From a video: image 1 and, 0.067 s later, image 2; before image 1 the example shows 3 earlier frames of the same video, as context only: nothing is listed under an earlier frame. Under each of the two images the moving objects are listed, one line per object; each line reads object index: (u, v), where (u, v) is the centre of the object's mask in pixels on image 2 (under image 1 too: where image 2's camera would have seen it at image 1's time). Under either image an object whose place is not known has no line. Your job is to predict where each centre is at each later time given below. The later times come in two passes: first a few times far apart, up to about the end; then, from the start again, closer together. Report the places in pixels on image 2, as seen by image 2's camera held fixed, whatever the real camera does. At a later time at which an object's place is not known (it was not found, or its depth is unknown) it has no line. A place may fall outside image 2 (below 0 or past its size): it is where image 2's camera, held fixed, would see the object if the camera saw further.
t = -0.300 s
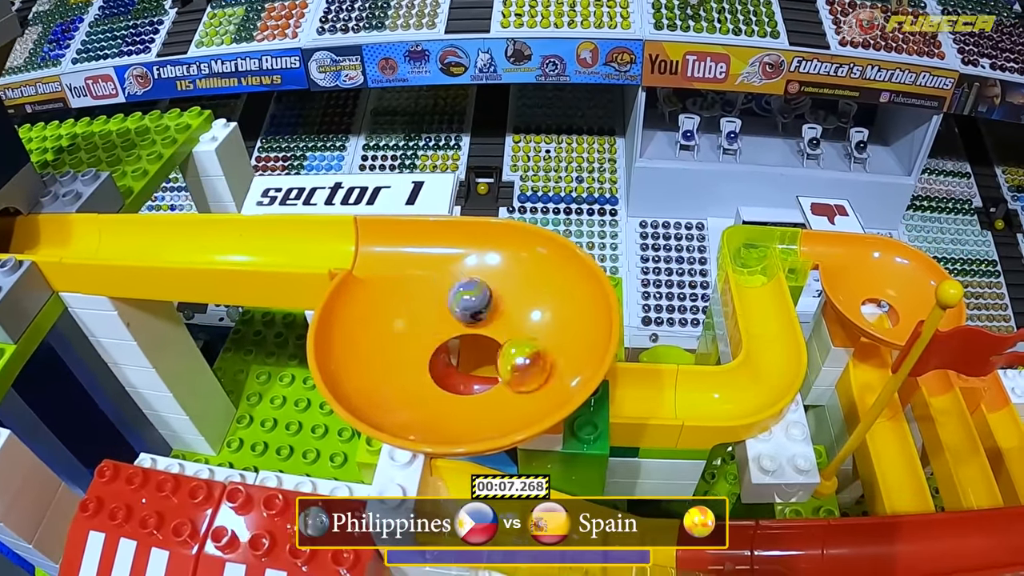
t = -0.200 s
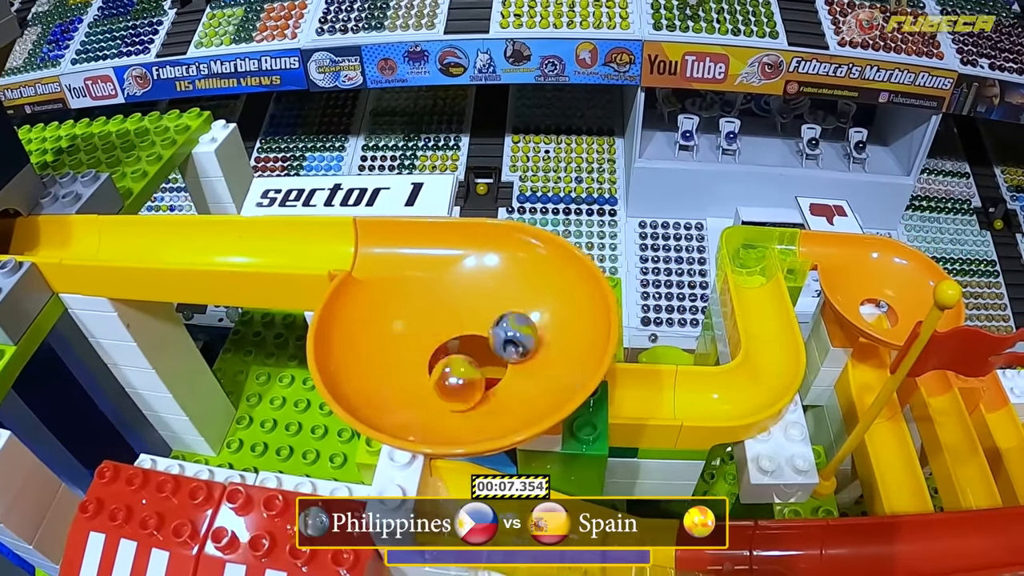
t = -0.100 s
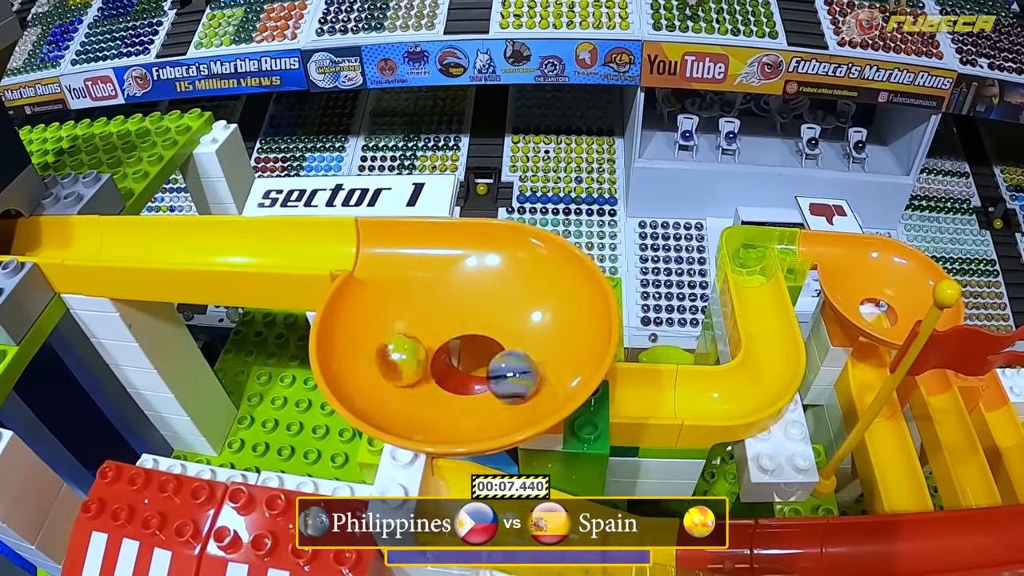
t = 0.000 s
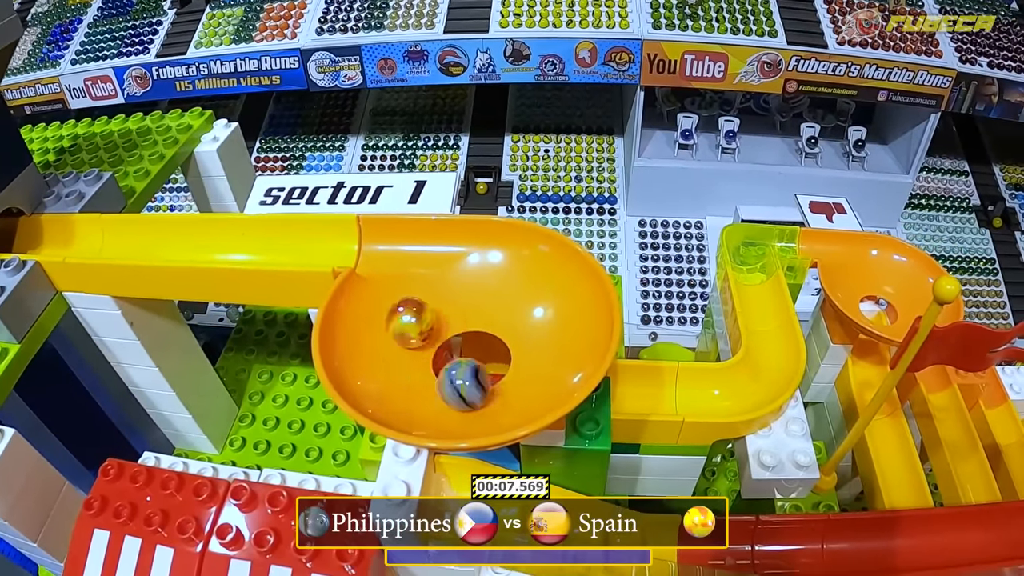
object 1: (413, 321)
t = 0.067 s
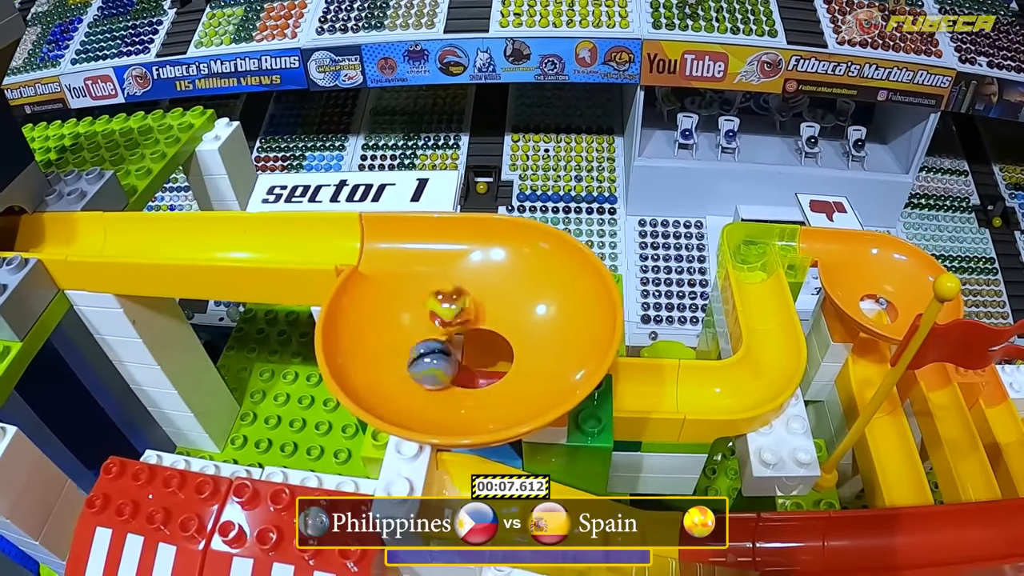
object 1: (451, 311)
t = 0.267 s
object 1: (538, 332)
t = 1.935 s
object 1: (436, 315)
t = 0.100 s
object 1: (474, 309)
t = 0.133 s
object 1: (497, 308)
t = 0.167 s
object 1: (514, 310)
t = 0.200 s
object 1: (528, 314)
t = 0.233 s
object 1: (536, 321)
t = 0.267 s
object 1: (538, 332)
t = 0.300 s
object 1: (530, 344)
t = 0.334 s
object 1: (517, 356)
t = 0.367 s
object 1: (498, 365)
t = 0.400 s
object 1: (478, 371)
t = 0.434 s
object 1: (456, 372)
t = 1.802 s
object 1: (426, 363)
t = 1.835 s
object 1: (420, 353)
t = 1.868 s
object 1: (422, 341)
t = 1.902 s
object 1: (425, 326)
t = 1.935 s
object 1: (436, 315)
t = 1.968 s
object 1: (447, 304)
